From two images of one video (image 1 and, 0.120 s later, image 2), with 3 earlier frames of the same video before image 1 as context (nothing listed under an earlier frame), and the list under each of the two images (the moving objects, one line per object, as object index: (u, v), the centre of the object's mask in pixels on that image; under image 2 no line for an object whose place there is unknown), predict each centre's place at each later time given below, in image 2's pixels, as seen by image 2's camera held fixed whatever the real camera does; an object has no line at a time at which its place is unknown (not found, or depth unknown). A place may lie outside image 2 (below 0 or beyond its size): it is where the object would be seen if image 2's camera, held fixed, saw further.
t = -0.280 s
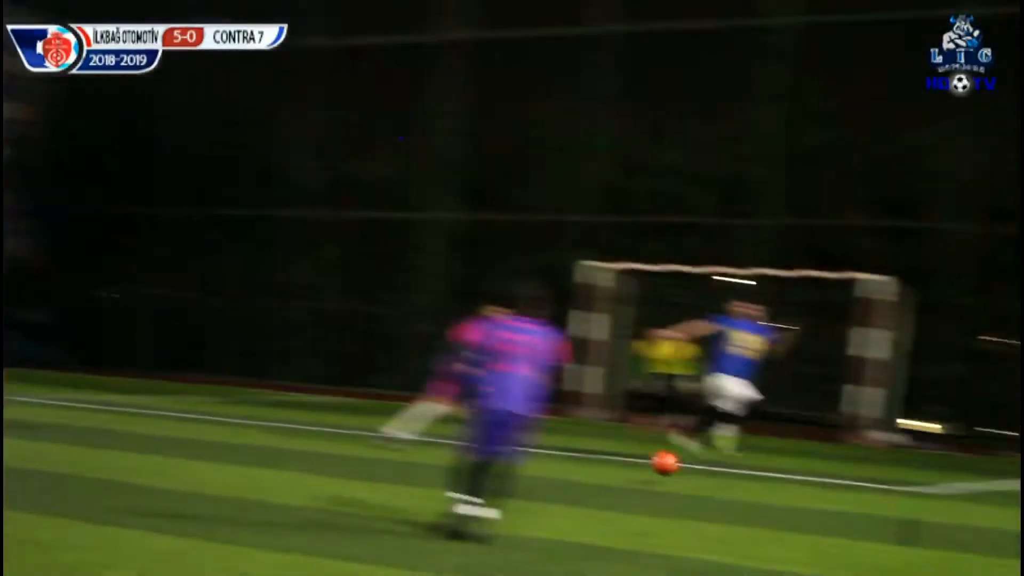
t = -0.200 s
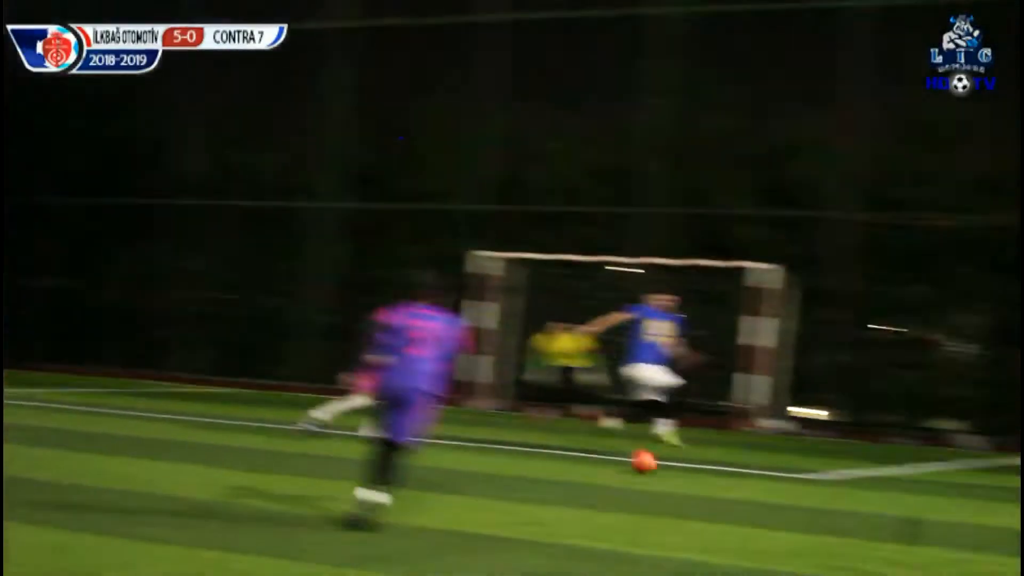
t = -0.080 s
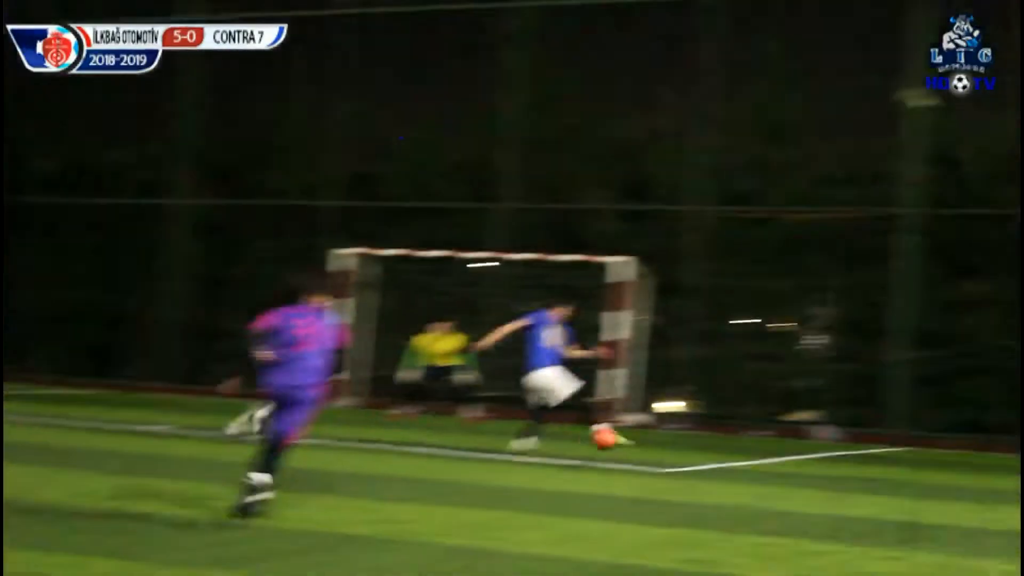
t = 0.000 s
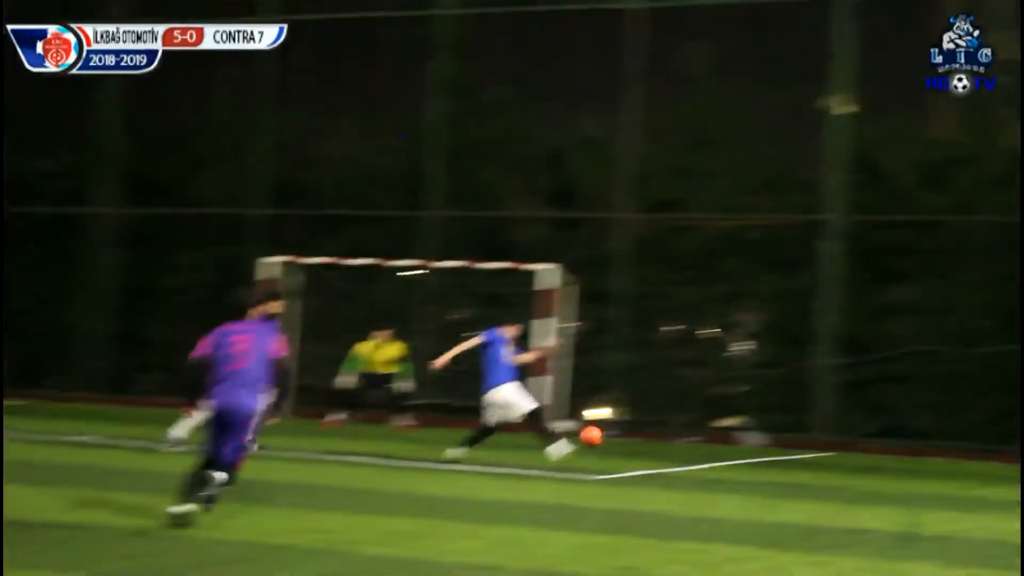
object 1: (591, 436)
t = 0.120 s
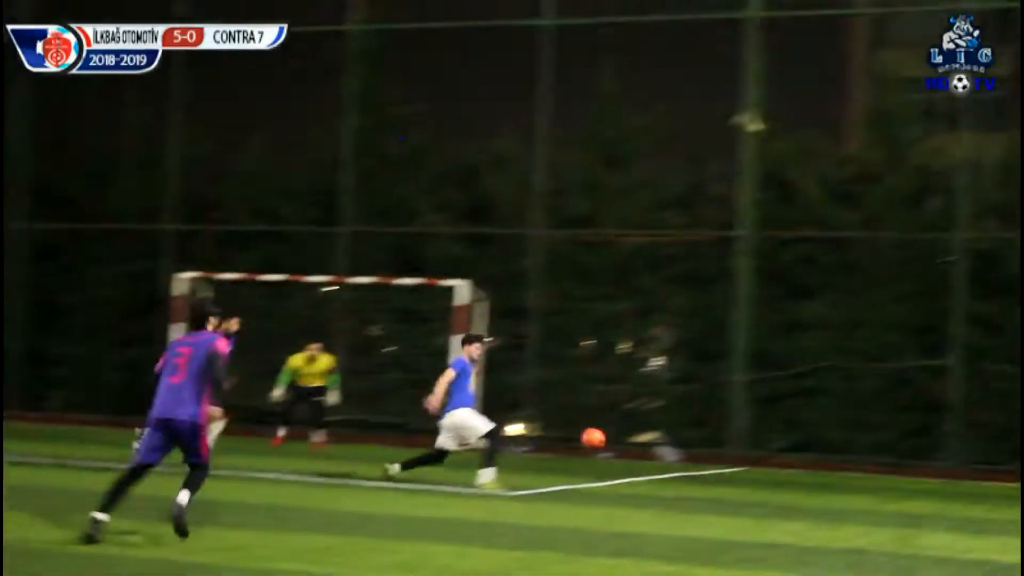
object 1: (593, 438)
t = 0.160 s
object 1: (622, 437)
